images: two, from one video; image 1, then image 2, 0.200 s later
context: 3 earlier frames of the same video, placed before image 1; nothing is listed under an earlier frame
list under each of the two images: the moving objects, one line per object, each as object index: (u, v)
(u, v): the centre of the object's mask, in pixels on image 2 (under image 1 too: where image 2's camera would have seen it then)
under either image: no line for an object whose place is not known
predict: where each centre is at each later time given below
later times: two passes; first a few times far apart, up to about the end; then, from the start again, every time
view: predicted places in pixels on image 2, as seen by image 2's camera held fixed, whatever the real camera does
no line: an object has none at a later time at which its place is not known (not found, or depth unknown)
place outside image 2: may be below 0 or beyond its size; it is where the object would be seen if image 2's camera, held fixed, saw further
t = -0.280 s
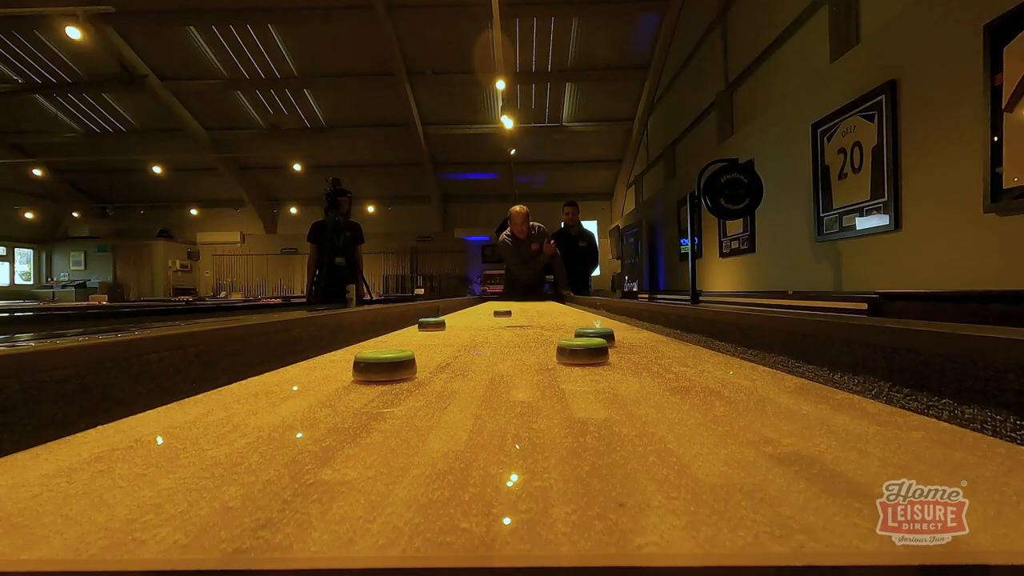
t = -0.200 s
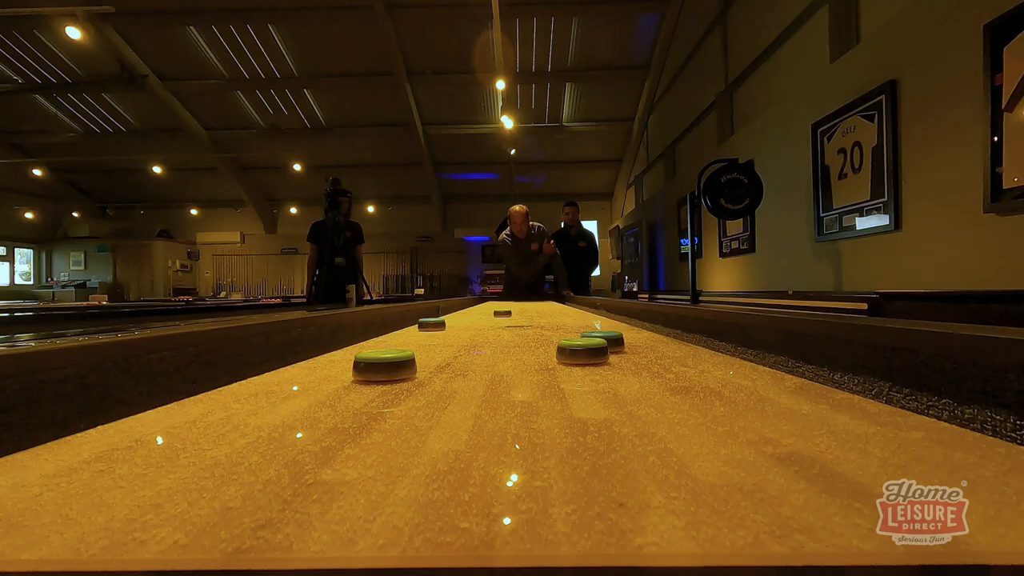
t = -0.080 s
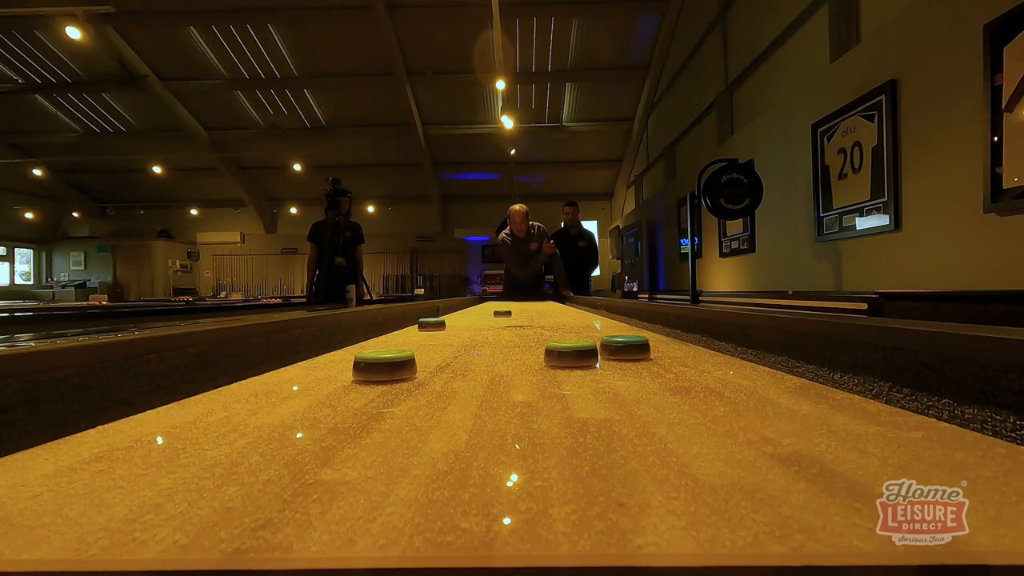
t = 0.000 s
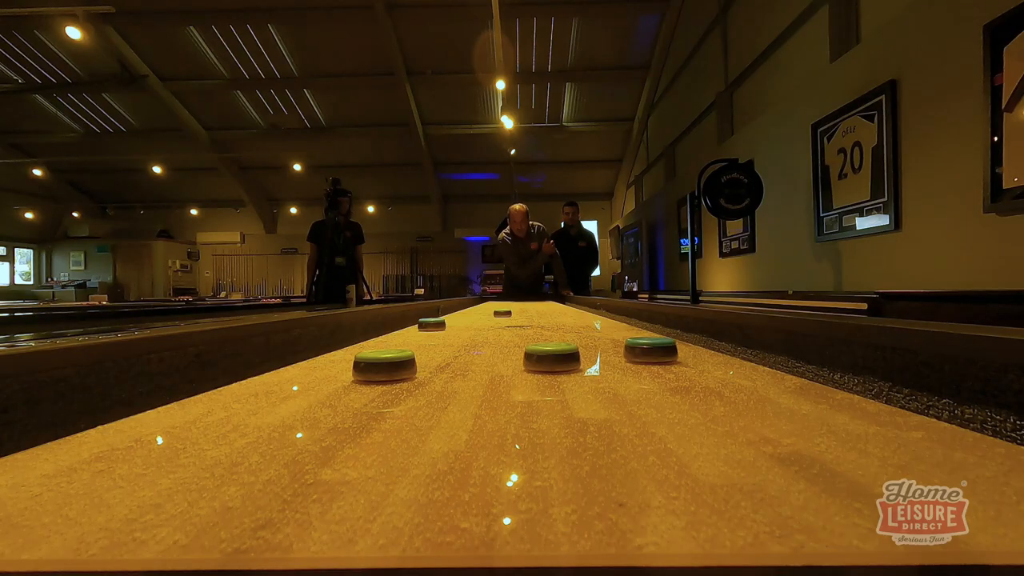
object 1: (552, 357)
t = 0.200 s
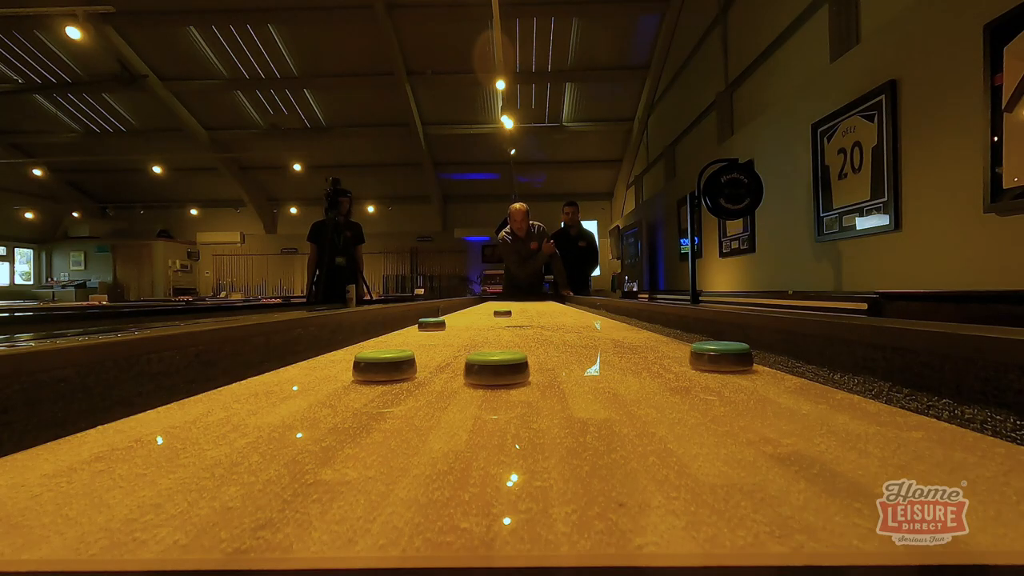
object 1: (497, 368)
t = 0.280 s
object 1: (471, 374)
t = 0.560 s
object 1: (357, 395)
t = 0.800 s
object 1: (218, 422)
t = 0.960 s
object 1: (95, 446)
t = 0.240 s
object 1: (484, 371)
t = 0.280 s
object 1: (471, 374)
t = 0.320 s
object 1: (457, 376)
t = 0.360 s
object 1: (443, 379)
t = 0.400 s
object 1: (427, 381)
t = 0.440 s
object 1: (410, 384)
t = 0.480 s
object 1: (393, 388)
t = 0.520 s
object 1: (376, 391)
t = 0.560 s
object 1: (357, 395)
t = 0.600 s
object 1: (337, 399)
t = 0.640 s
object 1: (315, 403)
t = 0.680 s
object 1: (293, 407)
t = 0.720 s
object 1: (270, 412)
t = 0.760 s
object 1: (245, 417)
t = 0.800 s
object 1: (218, 422)
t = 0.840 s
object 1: (190, 427)
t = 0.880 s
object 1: (161, 433)
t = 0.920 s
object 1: (129, 439)
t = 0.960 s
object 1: (95, 446)
